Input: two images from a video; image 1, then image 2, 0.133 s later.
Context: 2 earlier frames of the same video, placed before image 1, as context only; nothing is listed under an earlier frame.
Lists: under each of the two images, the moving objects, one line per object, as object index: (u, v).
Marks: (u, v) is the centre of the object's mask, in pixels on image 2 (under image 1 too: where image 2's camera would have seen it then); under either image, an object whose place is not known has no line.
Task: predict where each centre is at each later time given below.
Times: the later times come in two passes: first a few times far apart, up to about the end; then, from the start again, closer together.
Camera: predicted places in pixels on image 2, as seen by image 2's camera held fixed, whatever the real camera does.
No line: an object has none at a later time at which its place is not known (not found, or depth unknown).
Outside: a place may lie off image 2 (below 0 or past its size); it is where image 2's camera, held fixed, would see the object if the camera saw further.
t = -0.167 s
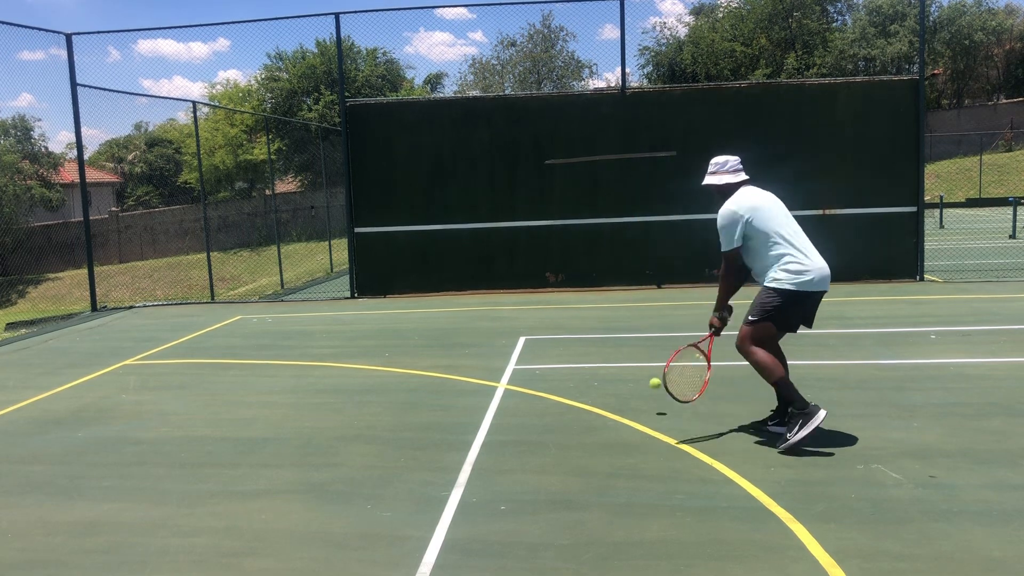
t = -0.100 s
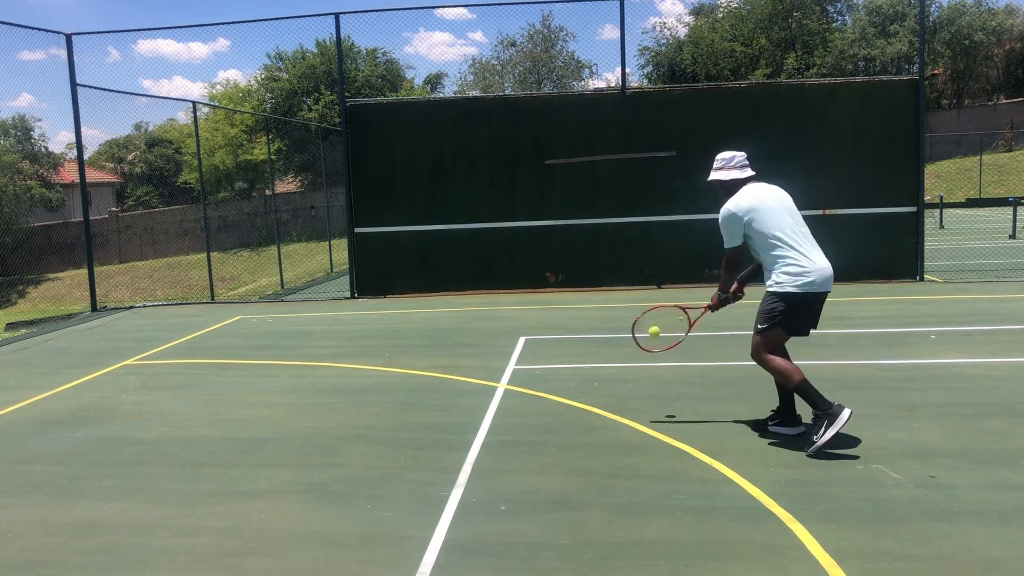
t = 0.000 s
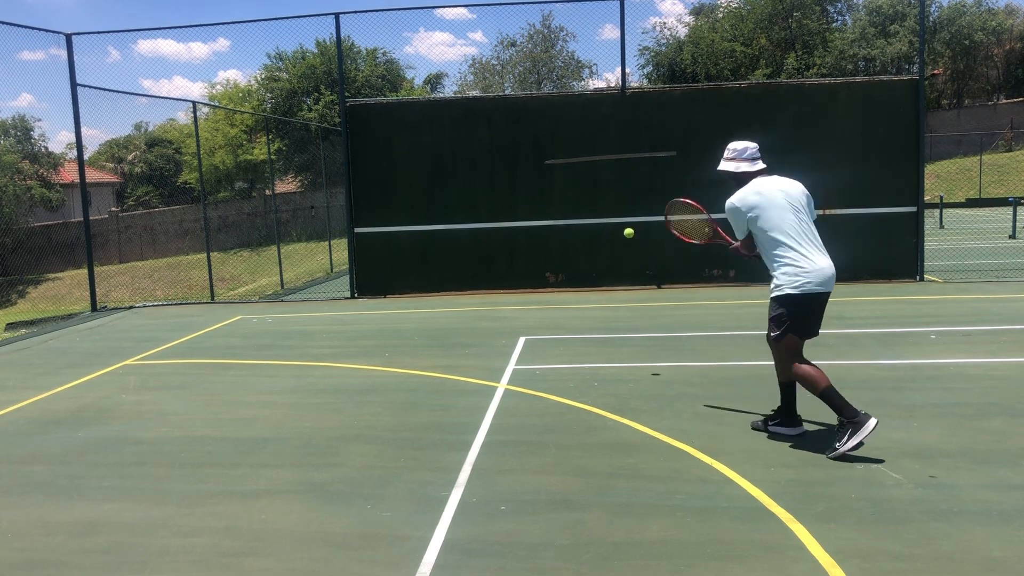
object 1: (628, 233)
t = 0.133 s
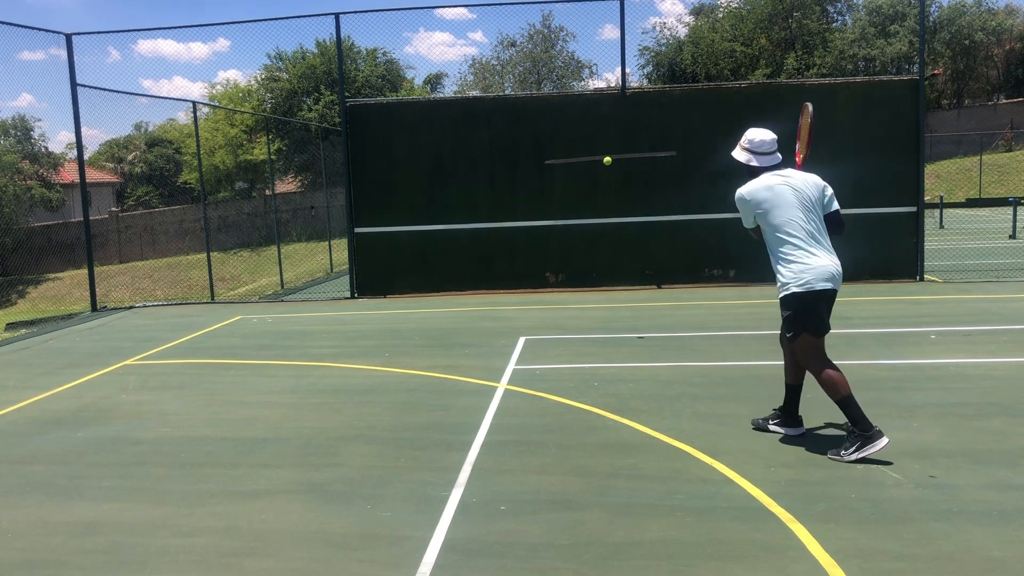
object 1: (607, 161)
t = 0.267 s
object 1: (593, 128)
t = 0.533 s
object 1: (576, 121)
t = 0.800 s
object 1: (560, 175)
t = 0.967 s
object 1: (549, 262)
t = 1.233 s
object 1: (524, 300)
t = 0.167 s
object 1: (603, 150)
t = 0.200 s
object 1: (599, 141)
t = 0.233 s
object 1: (596, 133)
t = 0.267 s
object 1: (593, 128)
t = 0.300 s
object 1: (590, 124)
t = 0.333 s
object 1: (587, 121)
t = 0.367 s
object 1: (585, 120)
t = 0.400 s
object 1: (583, 119)
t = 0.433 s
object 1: (581, 119)
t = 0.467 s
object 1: (579, 120)
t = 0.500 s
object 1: (578, 120)
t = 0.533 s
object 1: (576, 121)
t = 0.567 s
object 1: (574, 124)
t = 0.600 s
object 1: (572, 127)
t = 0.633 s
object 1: (570, 132)
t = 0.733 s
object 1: (564, 153)
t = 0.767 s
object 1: (562, 163)
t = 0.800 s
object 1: (560, 175)
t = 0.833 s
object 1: (558, 188)
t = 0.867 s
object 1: (555, 204)
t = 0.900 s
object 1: (553, 221)
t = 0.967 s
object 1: (549, 262)
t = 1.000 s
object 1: (546, 285)
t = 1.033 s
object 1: (544, 312)
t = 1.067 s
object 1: (541, 342)
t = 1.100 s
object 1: (539, 367)
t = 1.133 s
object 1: (535, 349)
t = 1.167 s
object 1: (532, 331)
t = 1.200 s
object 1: (528, 315)
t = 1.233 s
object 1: (524, 300)
